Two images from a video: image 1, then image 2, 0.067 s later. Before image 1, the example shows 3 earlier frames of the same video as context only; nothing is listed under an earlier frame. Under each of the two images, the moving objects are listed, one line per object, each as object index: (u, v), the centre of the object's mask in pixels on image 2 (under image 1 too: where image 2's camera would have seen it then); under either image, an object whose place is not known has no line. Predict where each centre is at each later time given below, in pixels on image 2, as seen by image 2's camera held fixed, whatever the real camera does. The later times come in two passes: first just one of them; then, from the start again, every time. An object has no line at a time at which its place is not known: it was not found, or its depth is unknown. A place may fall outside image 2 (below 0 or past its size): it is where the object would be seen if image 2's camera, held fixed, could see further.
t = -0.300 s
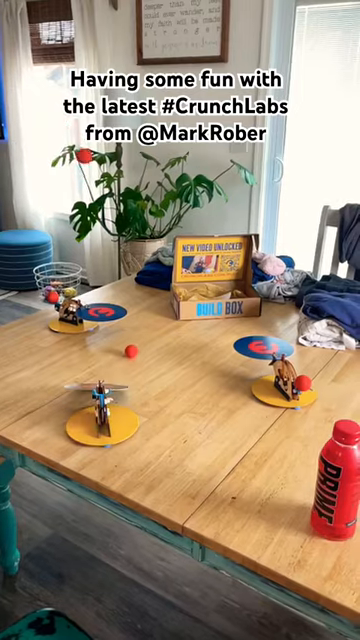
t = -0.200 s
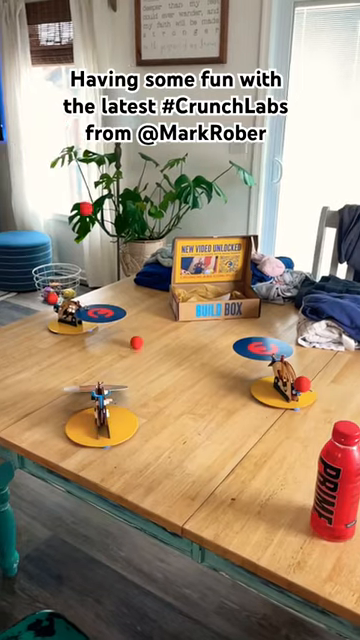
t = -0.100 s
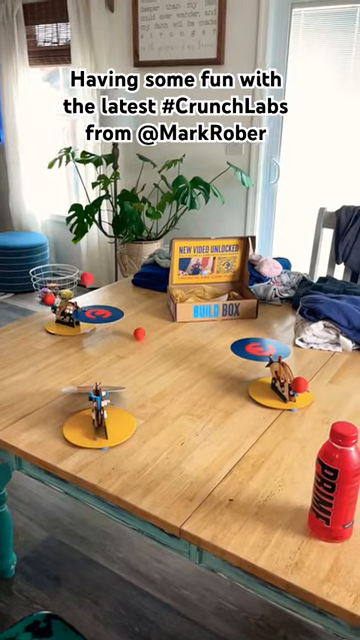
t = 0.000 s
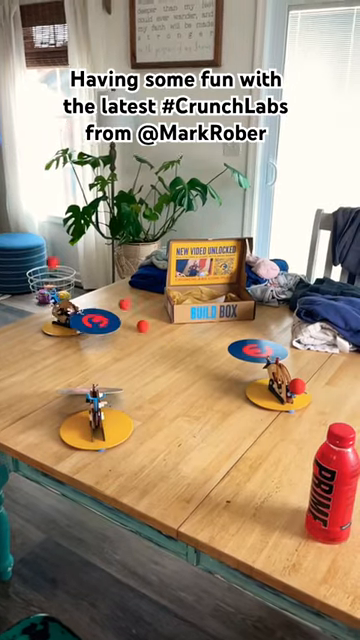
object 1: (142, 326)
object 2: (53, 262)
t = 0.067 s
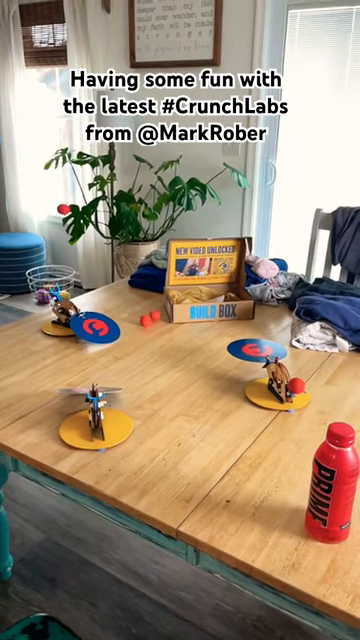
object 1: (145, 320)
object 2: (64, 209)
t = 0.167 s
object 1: (149, 314)
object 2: (82, 157)
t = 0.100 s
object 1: (146, 318)
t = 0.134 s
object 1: (148, 315)
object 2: (77, 168)
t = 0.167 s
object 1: (149, 314)
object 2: (82, 157)
